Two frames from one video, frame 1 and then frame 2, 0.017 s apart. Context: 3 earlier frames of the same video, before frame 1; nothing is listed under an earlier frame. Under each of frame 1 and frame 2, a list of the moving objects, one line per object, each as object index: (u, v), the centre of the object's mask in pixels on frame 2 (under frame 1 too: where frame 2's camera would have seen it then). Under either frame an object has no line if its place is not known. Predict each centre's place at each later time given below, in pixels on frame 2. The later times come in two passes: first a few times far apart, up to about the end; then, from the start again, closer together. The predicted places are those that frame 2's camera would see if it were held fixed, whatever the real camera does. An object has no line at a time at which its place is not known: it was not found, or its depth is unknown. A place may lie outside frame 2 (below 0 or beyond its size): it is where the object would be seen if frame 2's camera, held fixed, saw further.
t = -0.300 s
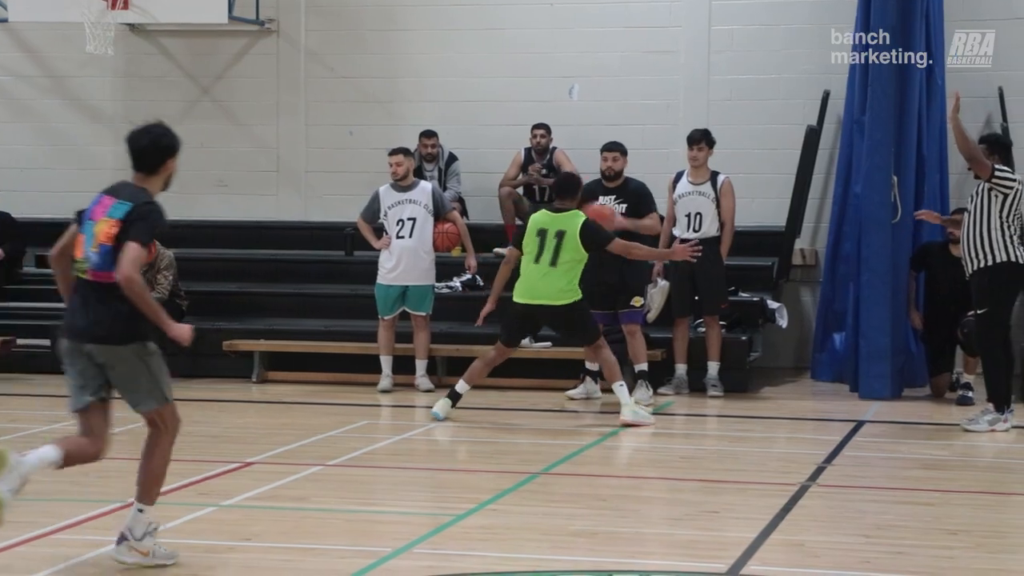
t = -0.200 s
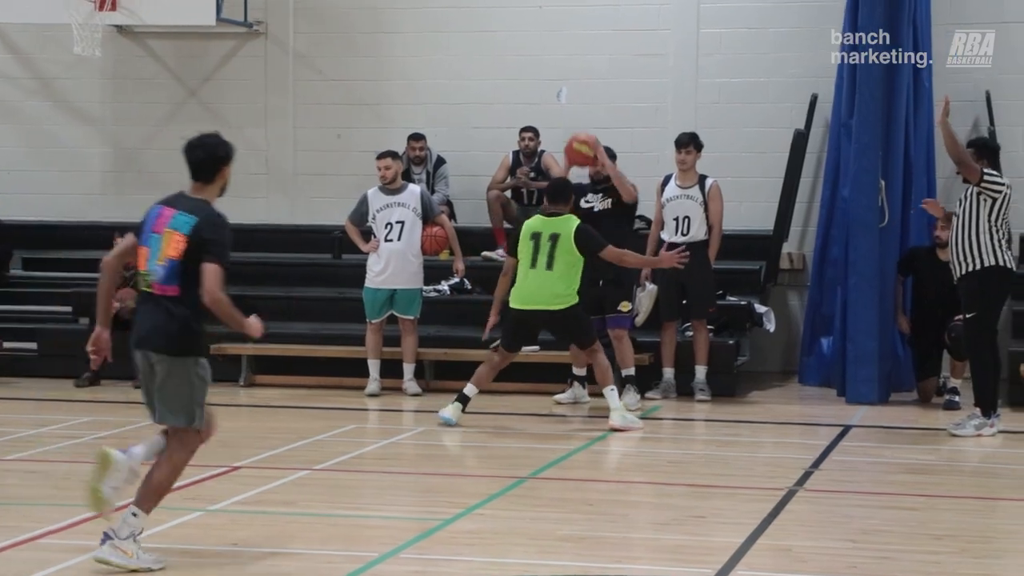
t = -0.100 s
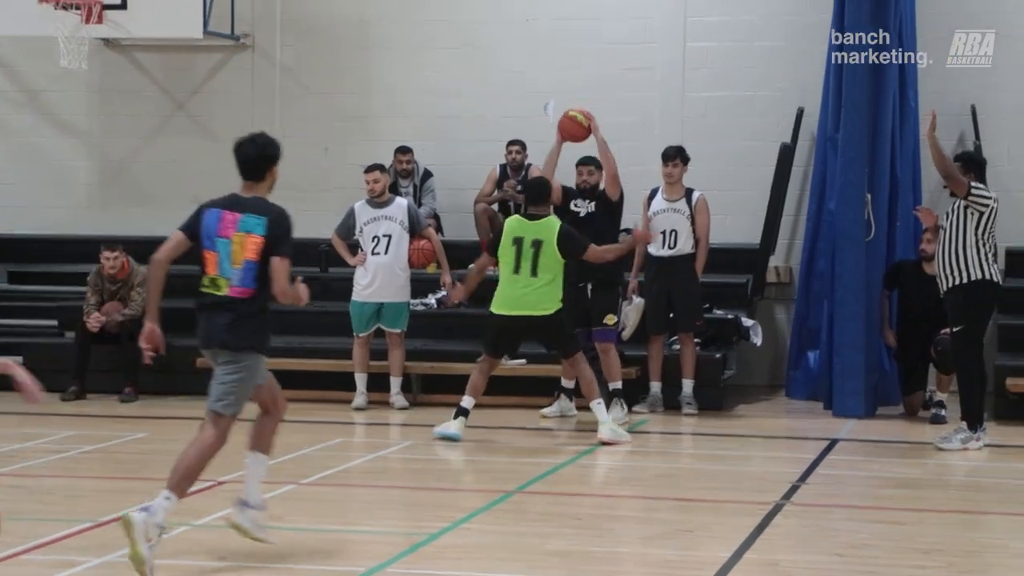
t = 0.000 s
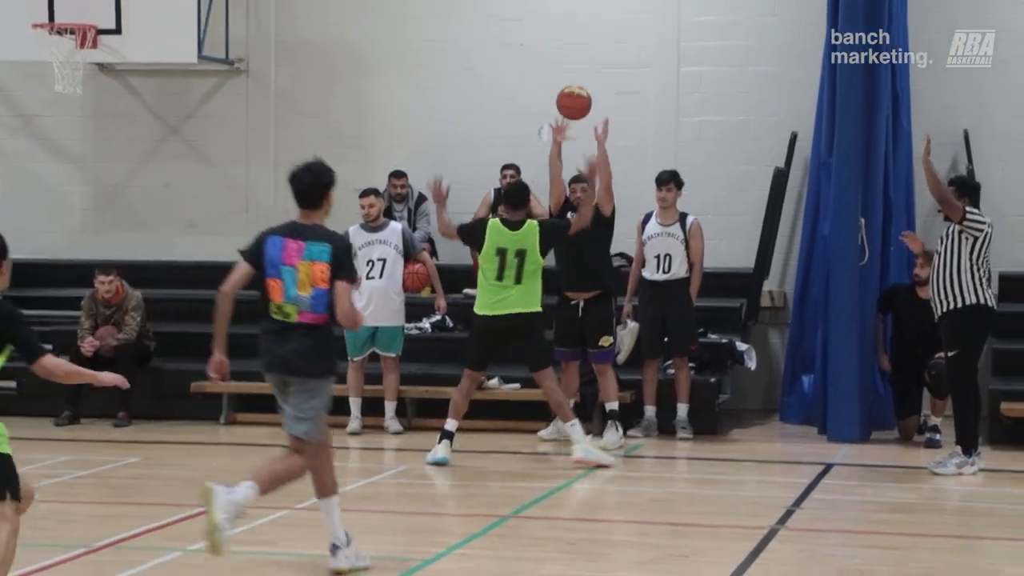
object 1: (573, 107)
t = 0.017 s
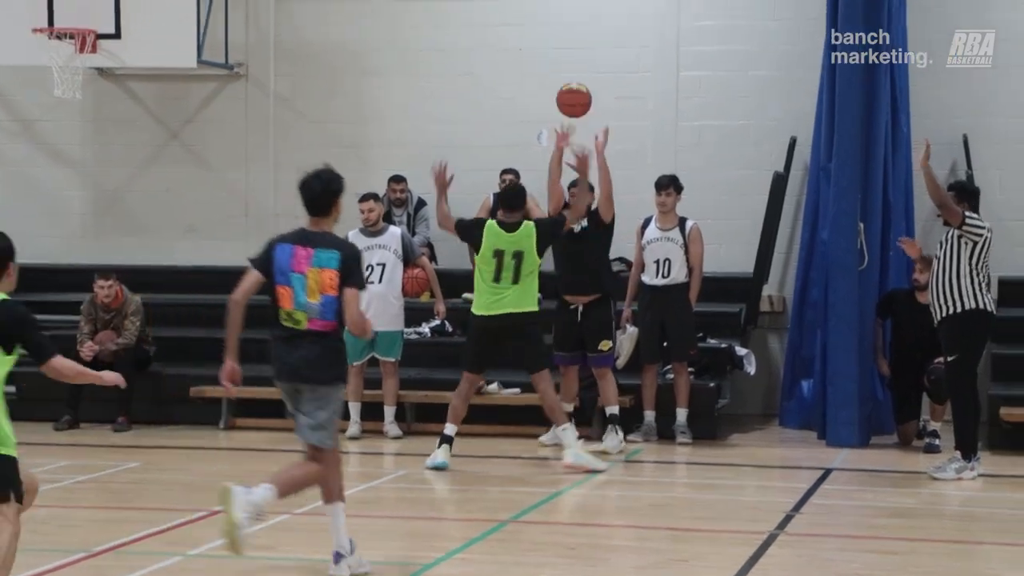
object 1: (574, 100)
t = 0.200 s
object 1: (583, 44)
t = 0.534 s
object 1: (604, 80)
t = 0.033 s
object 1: (574, 93)
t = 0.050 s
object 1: (575, 87)
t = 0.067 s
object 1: (575, 81)
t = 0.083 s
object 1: (576, 75)
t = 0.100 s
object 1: (577, 69)
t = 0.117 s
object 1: (577, 64)
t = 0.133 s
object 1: (578, 59)
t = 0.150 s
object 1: (580, 55)
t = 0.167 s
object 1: (581, 51)
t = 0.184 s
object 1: (582, 47)
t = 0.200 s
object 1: (583, 44)
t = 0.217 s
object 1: (584, 41)
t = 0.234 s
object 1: (586, 39)
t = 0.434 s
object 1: (601, 48)
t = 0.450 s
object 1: (602, 52)
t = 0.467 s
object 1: (602, 56)
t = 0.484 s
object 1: (602, 61)
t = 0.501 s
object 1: (603, 66)
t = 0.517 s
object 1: (603, 73)
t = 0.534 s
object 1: (604, 80)
